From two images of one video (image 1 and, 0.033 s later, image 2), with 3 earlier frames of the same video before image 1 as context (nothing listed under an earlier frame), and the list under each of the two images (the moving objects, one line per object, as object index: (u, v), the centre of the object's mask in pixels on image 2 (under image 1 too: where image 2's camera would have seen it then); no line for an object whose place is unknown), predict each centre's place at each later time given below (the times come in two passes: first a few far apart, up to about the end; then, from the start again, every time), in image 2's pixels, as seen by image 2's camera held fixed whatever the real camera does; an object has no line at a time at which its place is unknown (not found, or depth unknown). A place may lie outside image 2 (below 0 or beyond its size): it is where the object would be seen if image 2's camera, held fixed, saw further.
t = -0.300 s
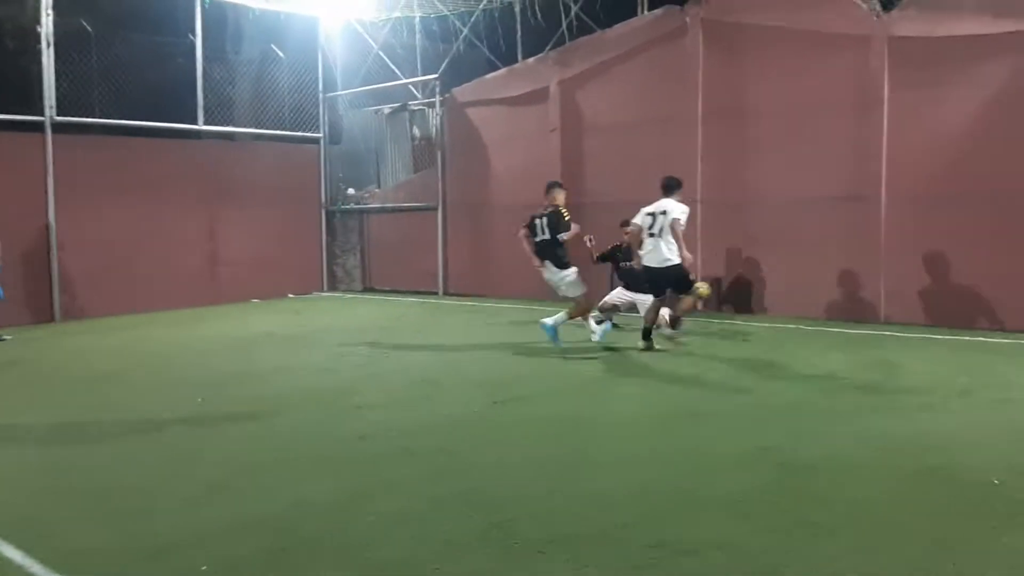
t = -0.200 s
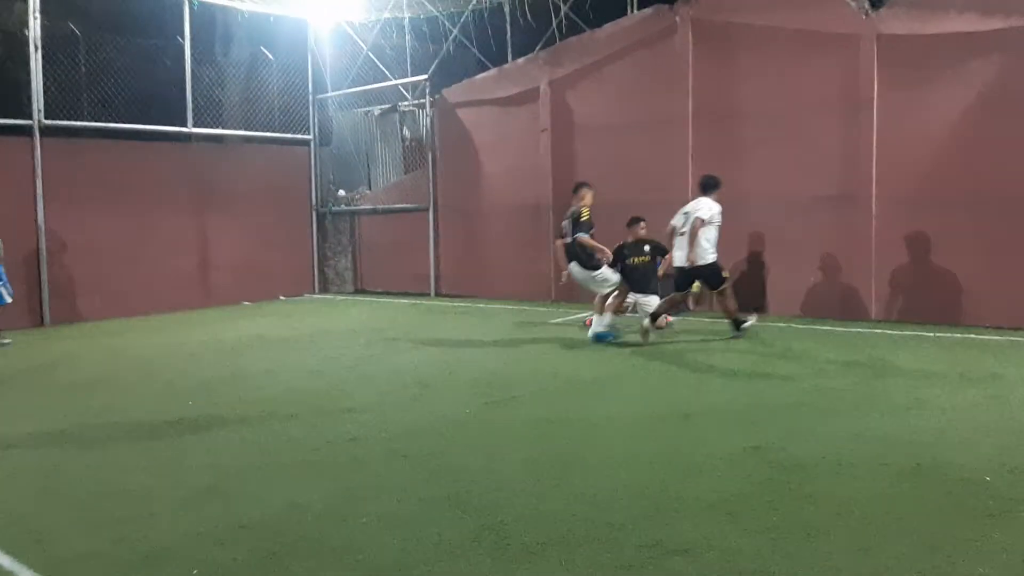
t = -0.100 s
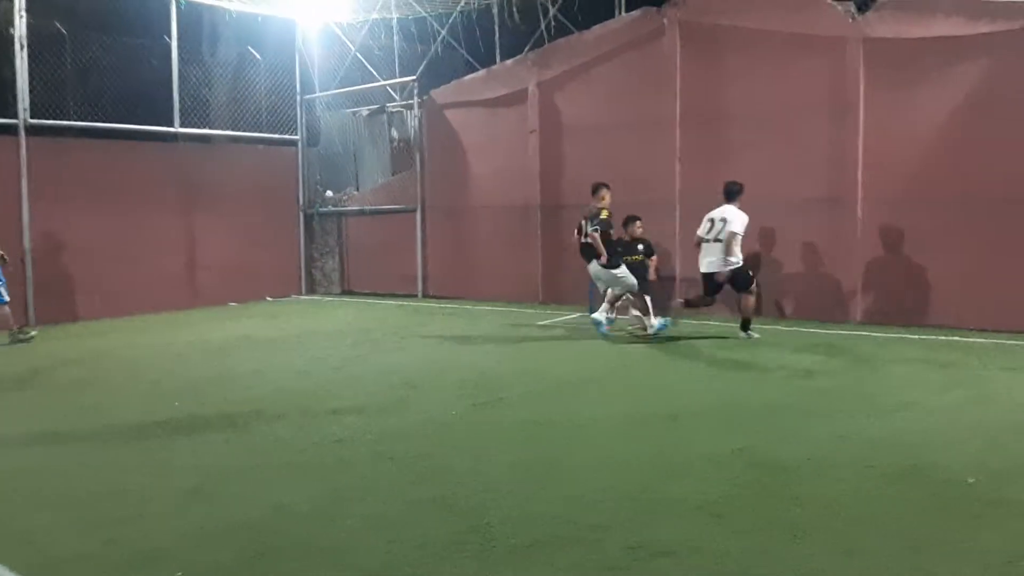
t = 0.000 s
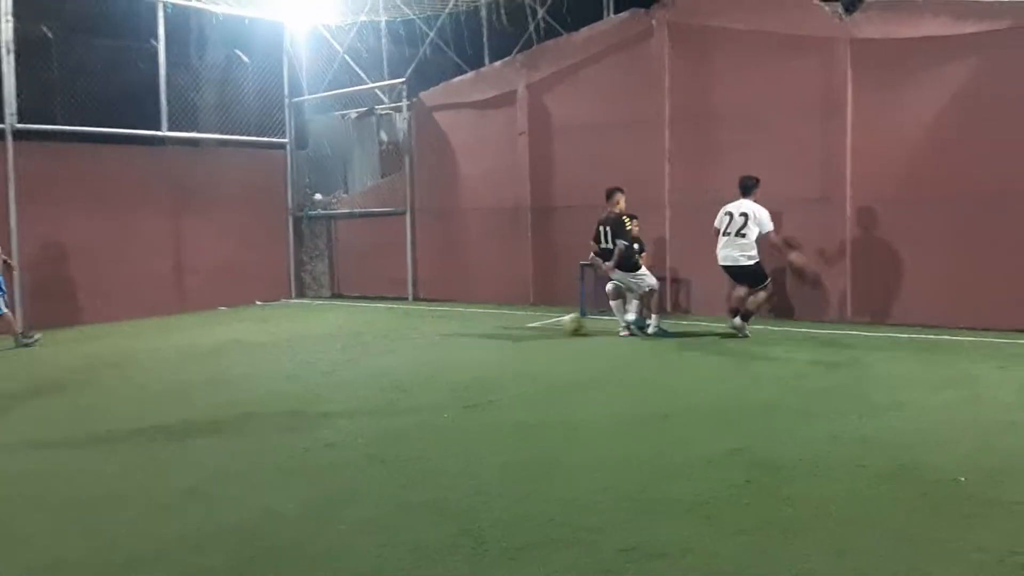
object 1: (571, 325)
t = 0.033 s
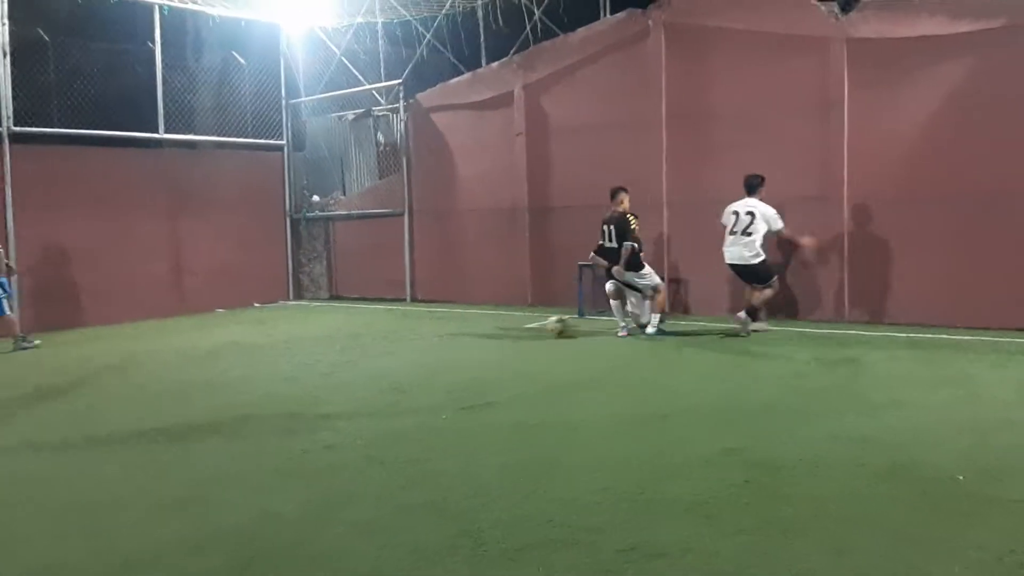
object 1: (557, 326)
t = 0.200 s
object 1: (495, 329)
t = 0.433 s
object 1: (407, 349)
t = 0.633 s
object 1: (325, 361)
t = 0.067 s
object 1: (544, 325)
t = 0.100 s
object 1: (533, 324)
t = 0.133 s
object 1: (521, 324)
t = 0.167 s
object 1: (508, 326)
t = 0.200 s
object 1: (495, 329)
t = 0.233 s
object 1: (482, 333)
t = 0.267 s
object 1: (469, 339)
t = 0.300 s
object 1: (457, 340)
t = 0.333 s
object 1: (444, 340)
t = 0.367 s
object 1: (431, 342)
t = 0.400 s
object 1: (419, 344)
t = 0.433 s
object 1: (407, 349)
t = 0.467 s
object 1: (393, 351)
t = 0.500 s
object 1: (380, 352)
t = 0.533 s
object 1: (367, 354)
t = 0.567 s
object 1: (353, 357)
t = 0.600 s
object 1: (340, 359)
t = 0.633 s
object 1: (325, 361)
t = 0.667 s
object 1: (311, 363)
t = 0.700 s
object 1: (296, 365)
